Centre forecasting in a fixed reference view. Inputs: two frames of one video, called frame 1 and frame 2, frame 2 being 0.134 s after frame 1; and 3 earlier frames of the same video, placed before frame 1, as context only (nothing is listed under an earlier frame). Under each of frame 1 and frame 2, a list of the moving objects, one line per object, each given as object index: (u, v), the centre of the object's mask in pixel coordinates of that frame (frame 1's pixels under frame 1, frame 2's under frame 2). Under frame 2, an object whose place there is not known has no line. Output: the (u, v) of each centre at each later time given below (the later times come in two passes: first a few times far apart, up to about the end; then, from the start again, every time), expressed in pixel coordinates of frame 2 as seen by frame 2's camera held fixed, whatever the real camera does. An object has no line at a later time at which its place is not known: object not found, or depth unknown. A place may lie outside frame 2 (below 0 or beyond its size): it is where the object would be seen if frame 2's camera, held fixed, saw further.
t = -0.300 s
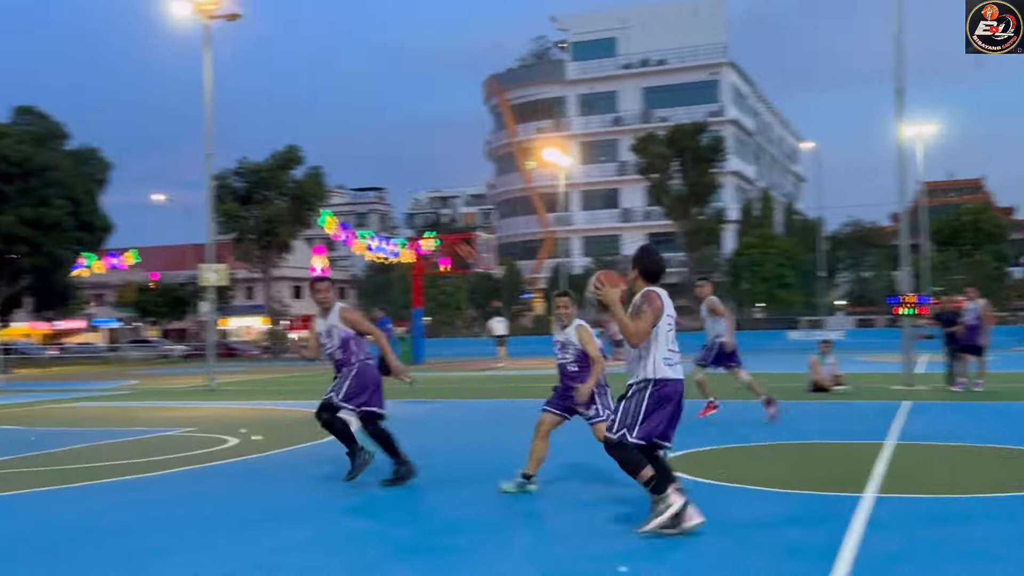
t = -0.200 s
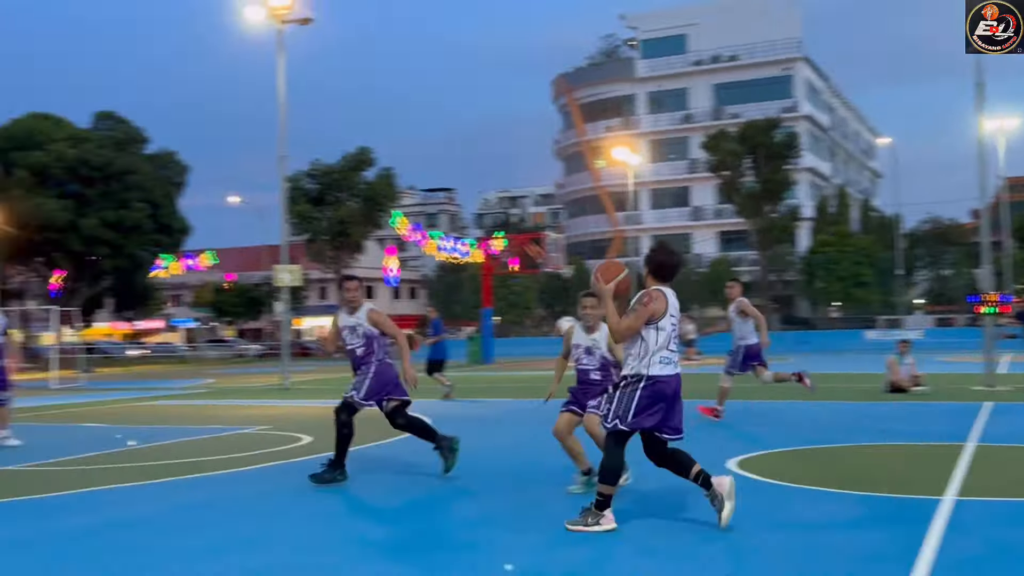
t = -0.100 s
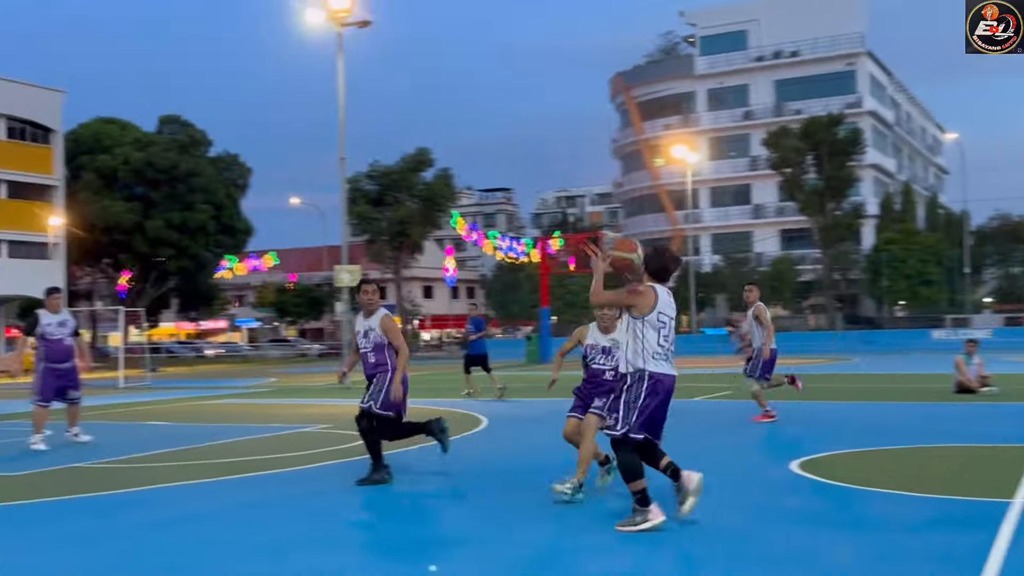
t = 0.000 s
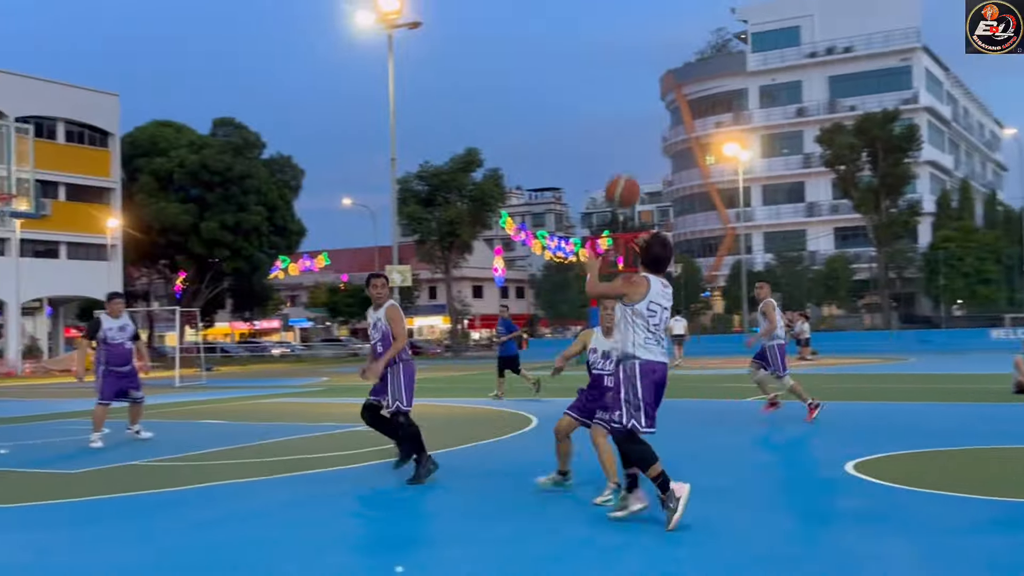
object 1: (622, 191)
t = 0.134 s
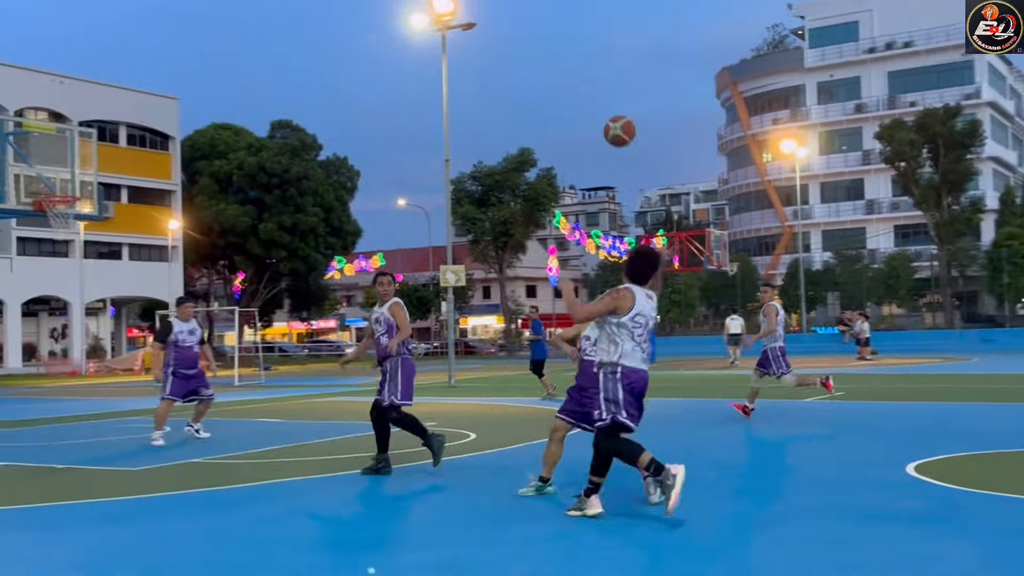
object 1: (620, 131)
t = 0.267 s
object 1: (576, 104)
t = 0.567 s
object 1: (508, 121)
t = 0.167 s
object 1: (607, 122)
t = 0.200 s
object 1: (597, 114)
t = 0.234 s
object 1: (586, 108)
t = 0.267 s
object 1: (576, 104)
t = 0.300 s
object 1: (566, 101)
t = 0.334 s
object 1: (558, 100)
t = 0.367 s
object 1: (549, 100)
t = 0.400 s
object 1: (541, 101)
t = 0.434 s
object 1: (534, 103)
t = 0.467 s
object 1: (526, 106)
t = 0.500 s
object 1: (520, 110)
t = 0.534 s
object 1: (514, 115)
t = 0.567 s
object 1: (508, 121)
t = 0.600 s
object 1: (502, 127)
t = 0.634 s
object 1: (496, 134)
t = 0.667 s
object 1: (491, 143)
